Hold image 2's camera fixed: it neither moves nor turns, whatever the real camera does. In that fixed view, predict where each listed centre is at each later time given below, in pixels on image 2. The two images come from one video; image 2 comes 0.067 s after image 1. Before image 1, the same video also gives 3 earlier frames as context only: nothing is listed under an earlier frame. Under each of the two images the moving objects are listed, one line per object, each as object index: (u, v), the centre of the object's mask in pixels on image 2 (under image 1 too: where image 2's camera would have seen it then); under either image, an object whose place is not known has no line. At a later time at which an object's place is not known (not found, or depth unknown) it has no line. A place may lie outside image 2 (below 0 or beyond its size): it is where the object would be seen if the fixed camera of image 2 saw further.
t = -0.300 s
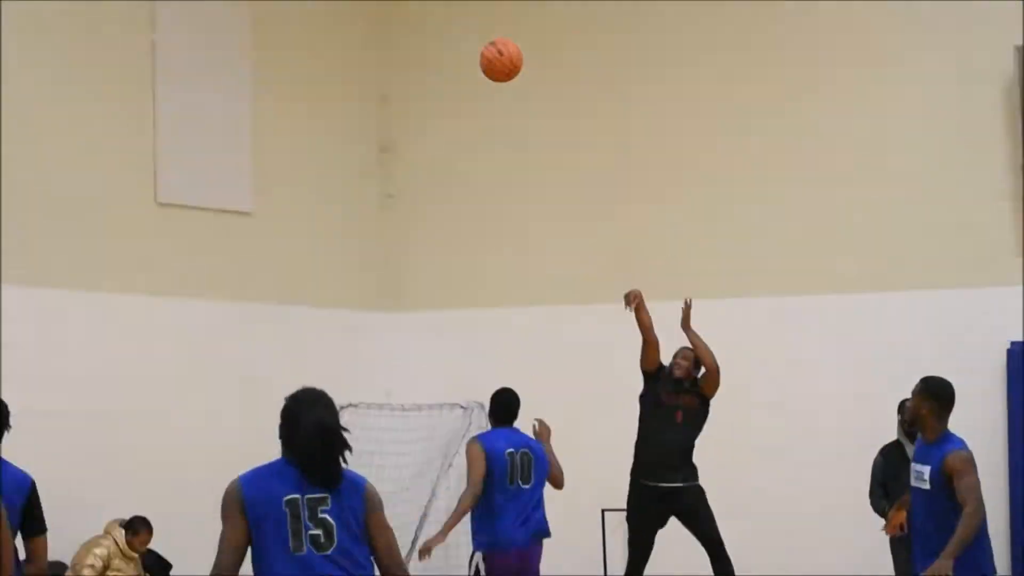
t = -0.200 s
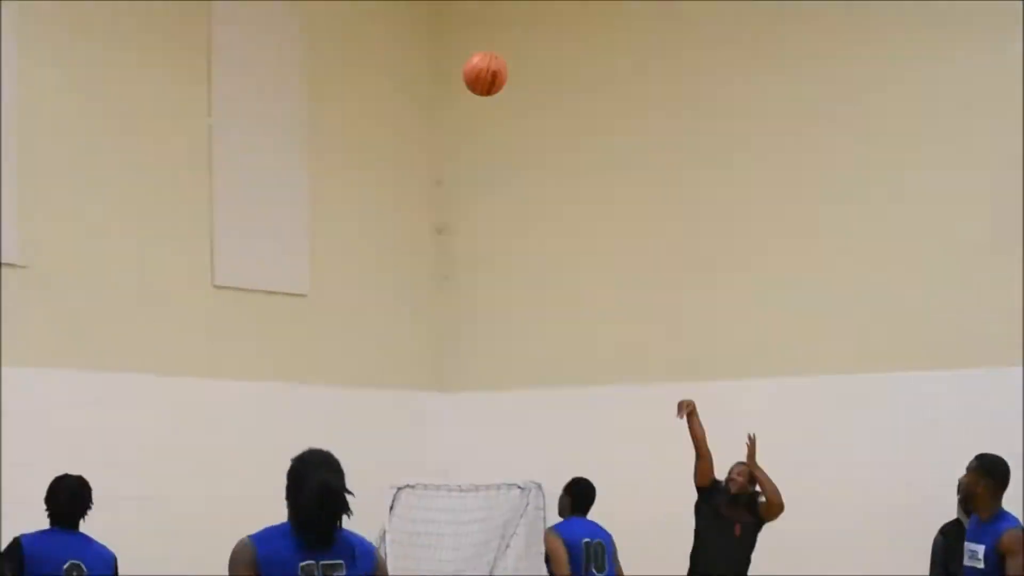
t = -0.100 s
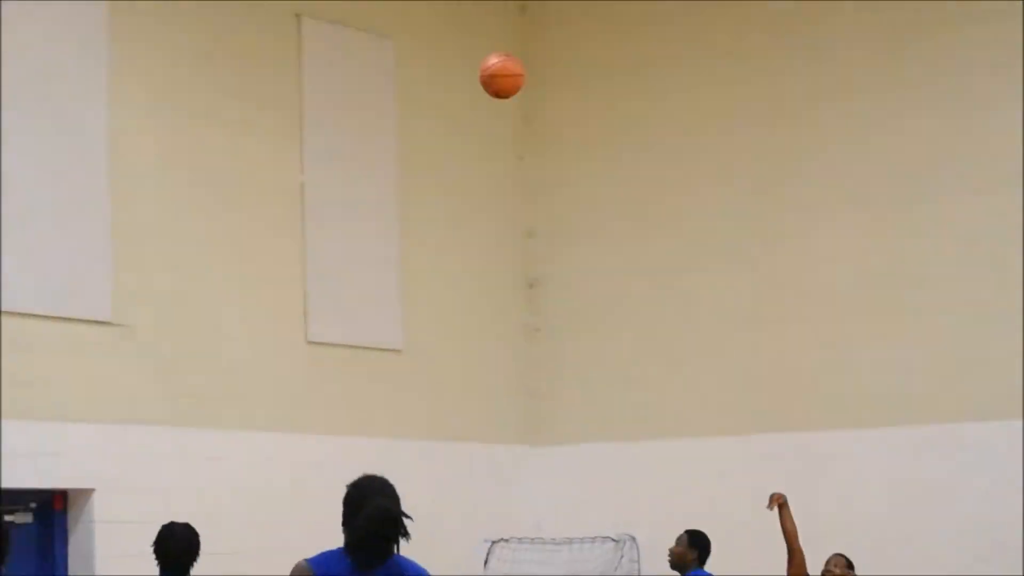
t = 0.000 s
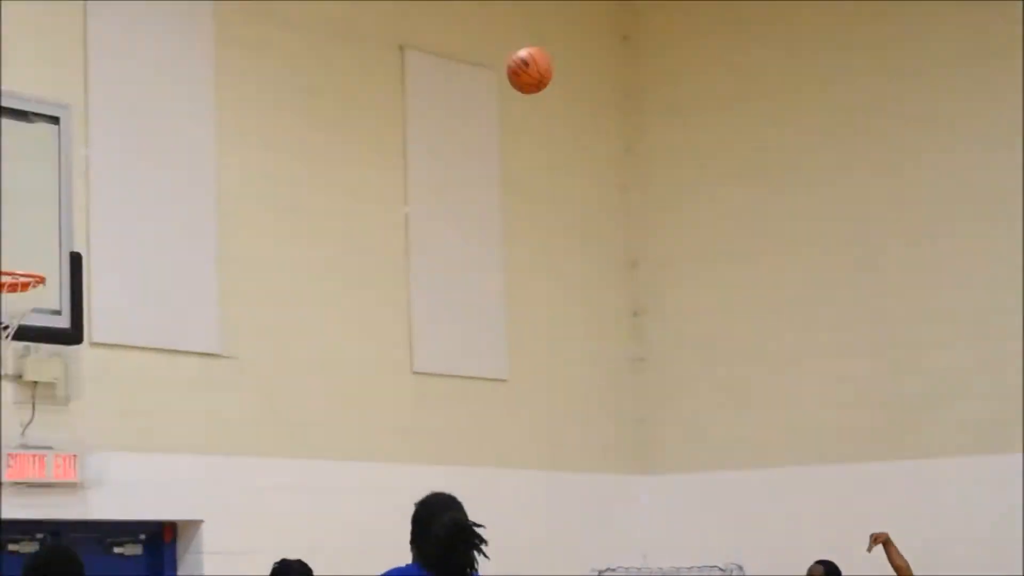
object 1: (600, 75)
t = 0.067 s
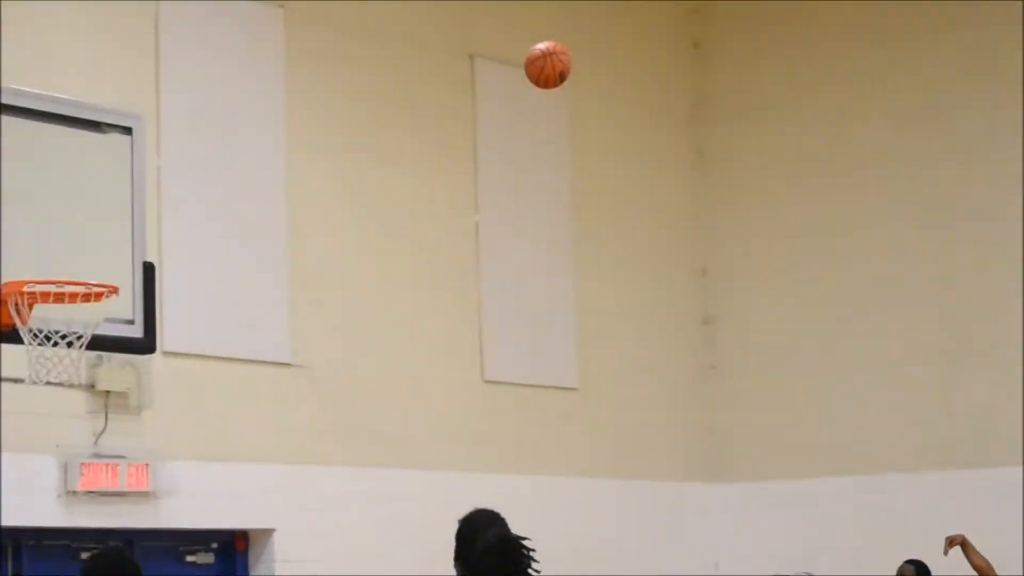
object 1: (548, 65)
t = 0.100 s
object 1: (522, 62)
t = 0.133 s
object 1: (494, 62)
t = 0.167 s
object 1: (467, 64)
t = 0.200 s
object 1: (440, 68)
